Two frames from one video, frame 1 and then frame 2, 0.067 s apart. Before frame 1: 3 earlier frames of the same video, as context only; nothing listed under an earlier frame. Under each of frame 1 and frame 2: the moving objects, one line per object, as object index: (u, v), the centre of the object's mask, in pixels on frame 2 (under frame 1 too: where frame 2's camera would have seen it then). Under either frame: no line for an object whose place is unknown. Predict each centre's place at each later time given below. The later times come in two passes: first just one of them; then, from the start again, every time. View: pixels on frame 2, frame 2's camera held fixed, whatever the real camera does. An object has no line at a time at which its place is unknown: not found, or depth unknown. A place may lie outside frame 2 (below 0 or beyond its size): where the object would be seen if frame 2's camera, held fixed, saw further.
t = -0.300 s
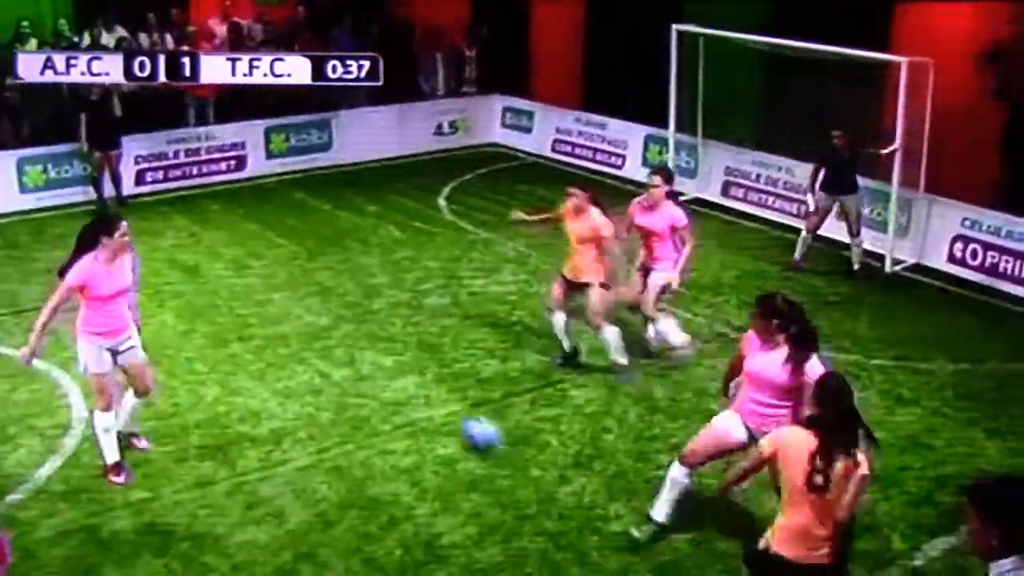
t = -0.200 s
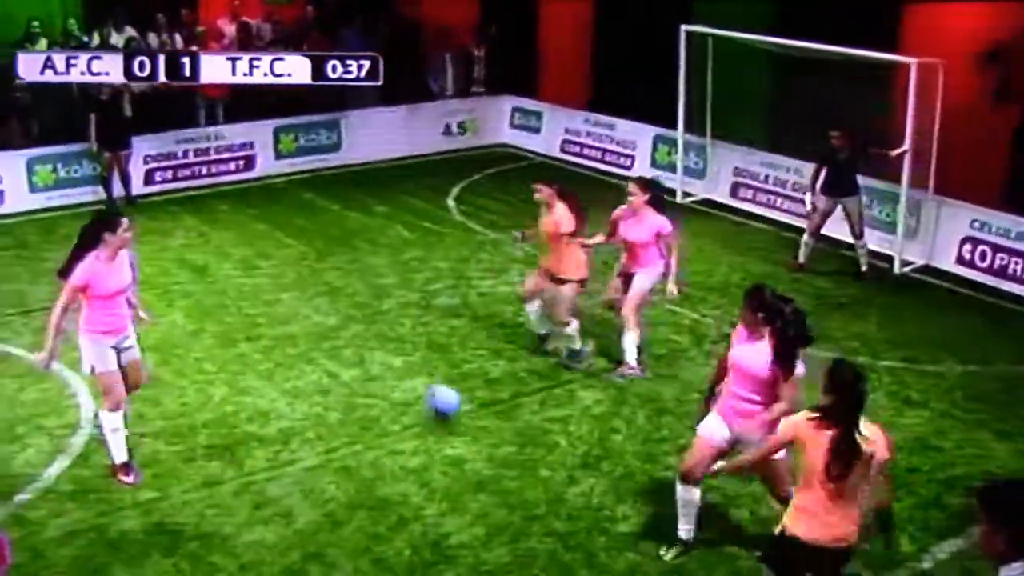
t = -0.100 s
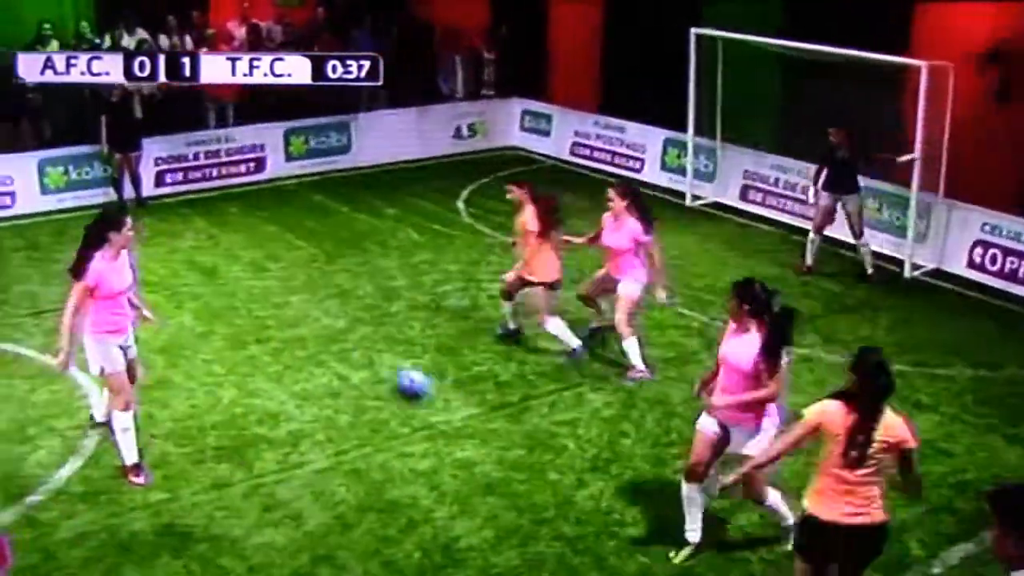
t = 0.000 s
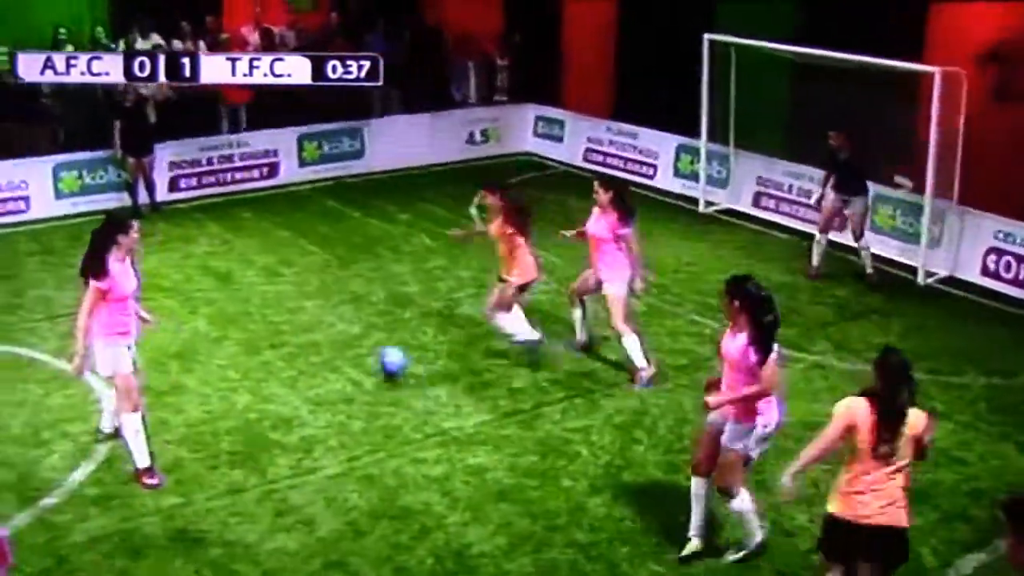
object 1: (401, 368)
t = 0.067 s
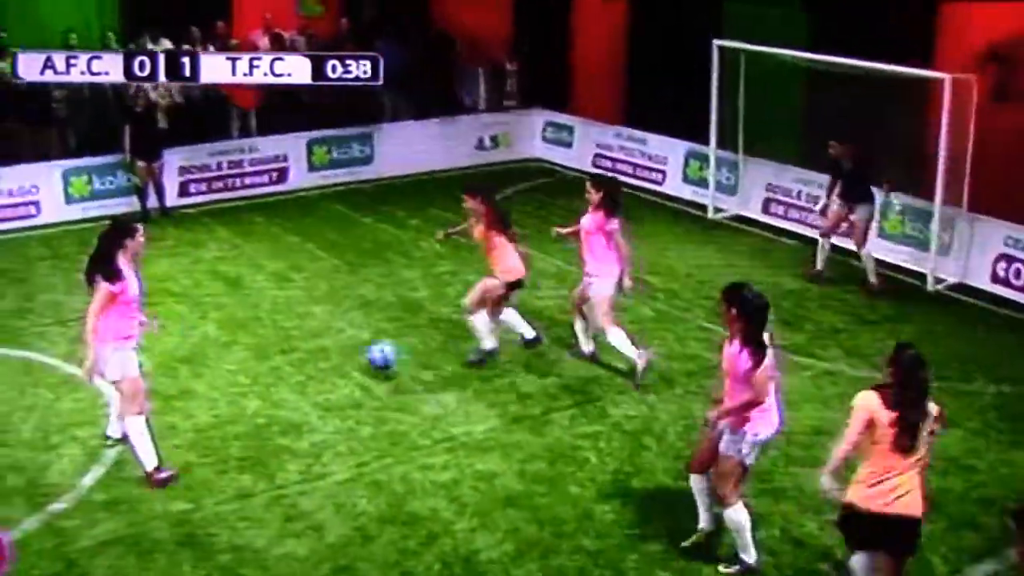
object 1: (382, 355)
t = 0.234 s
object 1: (339, 338)
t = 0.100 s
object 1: (373, 353)
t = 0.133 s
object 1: (364, 352)
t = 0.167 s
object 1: (356, 349)
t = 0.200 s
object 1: (347, 343)
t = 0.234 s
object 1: (339, 338)
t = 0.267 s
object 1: (330, 333)
